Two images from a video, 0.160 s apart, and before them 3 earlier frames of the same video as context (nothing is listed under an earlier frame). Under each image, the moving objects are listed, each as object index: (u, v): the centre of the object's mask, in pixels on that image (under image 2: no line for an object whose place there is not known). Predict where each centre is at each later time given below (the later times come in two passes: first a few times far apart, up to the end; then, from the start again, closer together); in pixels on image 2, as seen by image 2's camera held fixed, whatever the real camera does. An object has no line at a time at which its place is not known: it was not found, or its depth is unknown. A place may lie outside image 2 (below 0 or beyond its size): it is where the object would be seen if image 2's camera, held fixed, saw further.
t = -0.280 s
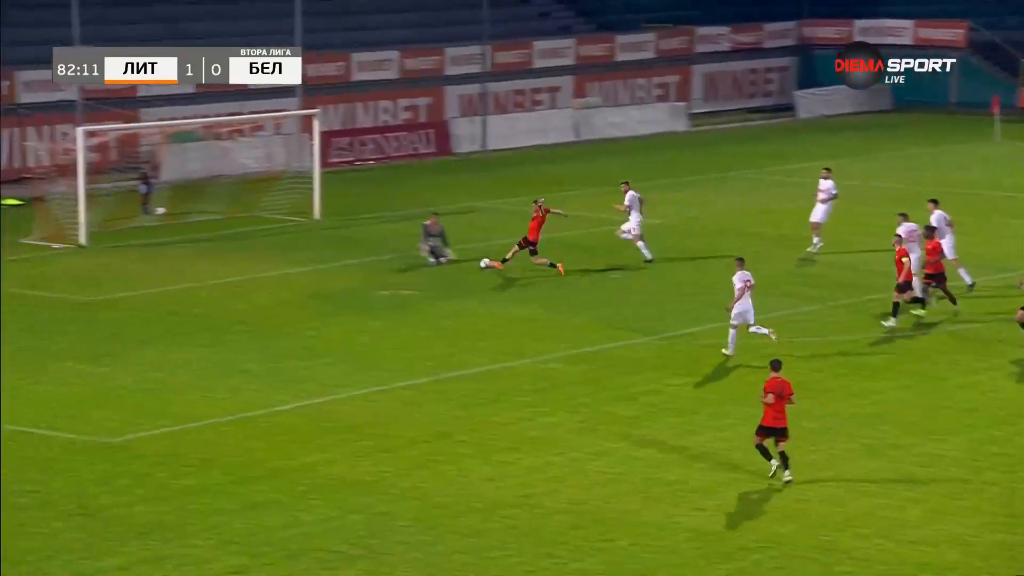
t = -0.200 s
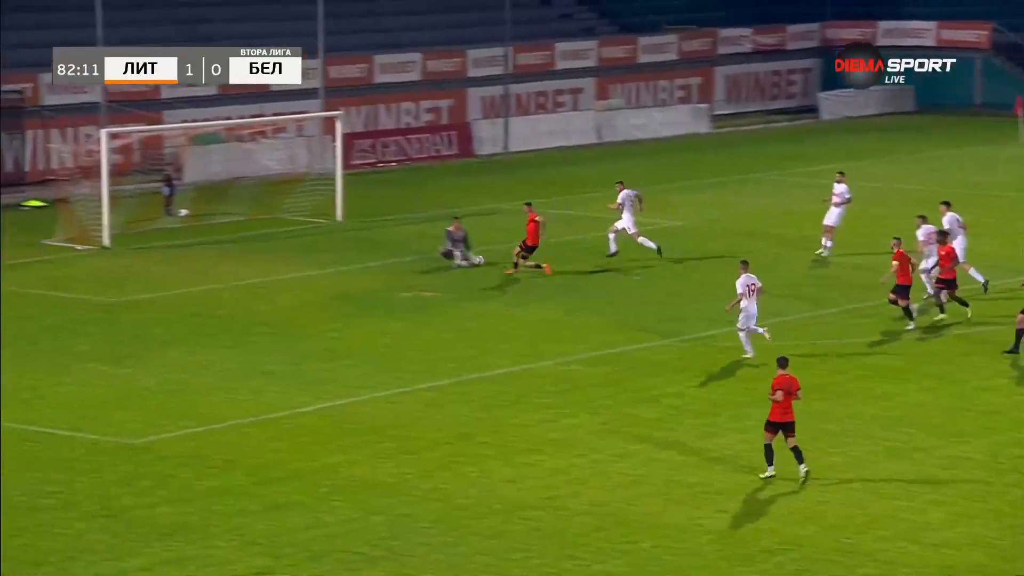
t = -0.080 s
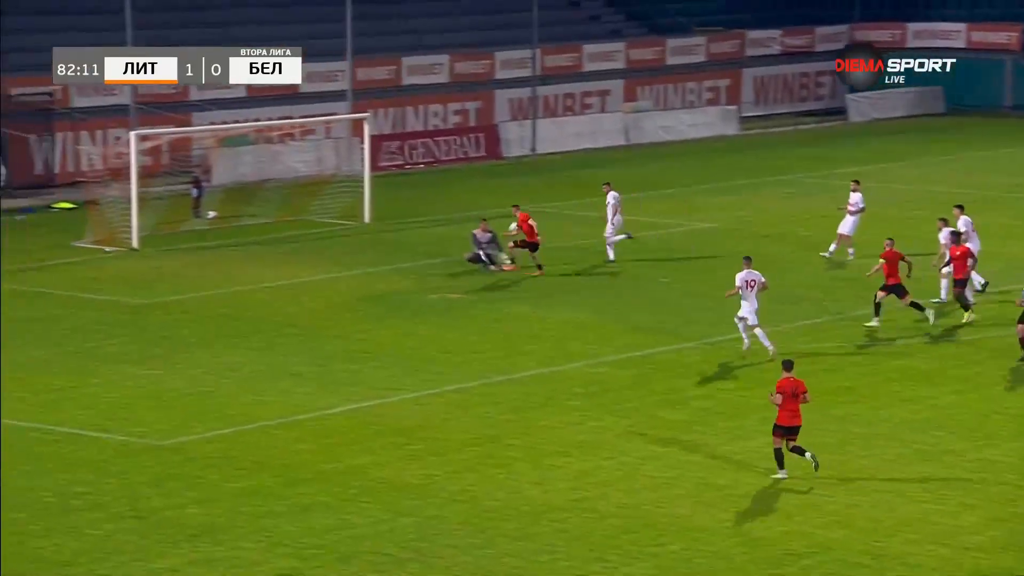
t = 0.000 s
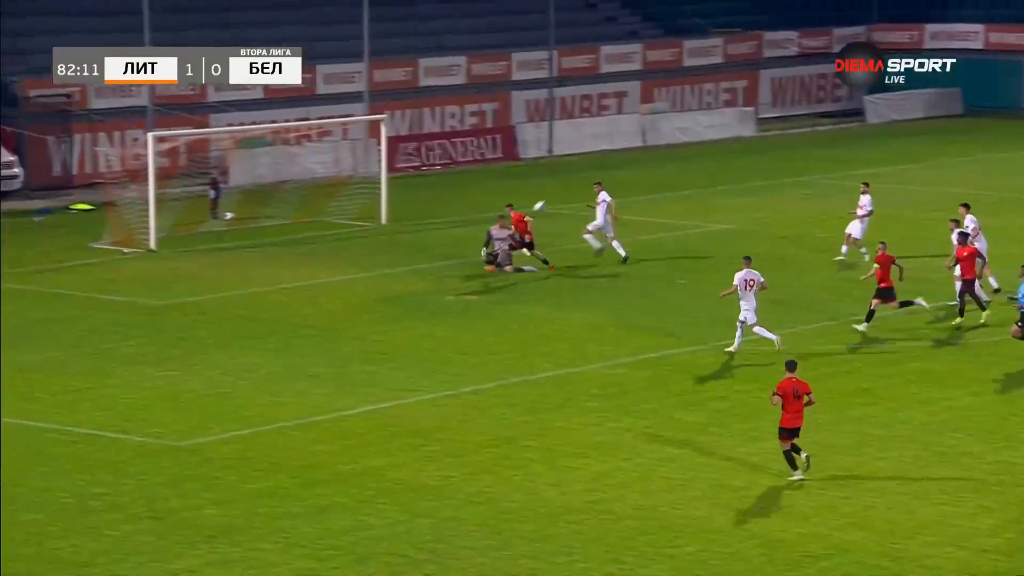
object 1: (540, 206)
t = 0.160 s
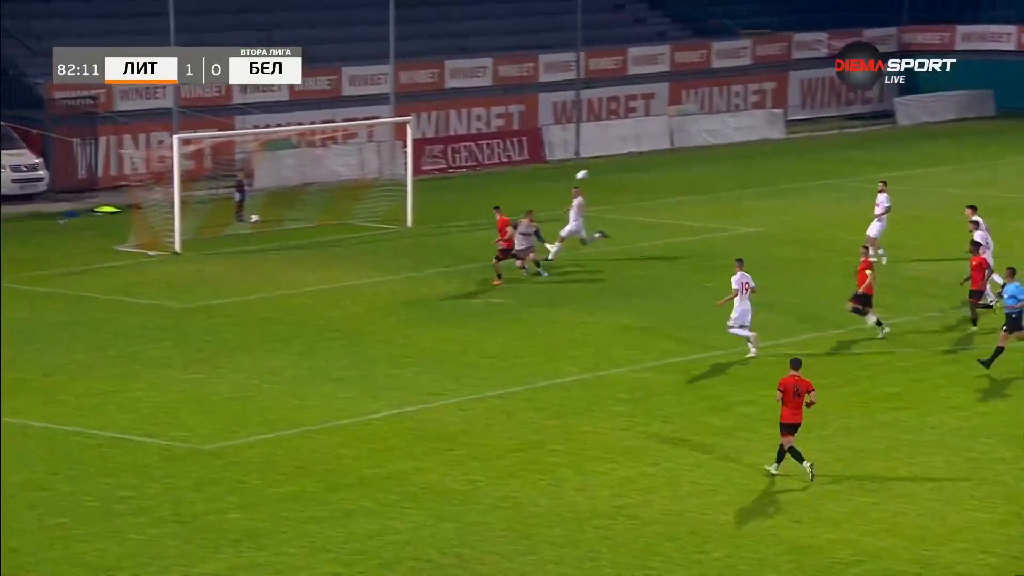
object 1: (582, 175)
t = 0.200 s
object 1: (586, 168)
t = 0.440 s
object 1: (606, 143)
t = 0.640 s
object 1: (624, 144)
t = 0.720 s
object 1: (631, 150)
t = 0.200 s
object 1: (586, 168)
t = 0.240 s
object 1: (589, 162)
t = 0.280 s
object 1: (593, 157)
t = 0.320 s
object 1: (595, 152)
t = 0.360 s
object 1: (599, 148)
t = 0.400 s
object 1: (603, 145)
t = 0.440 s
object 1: (606, 143)
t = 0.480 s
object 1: (609, 142)
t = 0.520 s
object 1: (613, 142)
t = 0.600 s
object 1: (620, 142)
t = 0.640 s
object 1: (624, 144)
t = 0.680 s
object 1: (627, 146)
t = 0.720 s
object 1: (631, 150)
